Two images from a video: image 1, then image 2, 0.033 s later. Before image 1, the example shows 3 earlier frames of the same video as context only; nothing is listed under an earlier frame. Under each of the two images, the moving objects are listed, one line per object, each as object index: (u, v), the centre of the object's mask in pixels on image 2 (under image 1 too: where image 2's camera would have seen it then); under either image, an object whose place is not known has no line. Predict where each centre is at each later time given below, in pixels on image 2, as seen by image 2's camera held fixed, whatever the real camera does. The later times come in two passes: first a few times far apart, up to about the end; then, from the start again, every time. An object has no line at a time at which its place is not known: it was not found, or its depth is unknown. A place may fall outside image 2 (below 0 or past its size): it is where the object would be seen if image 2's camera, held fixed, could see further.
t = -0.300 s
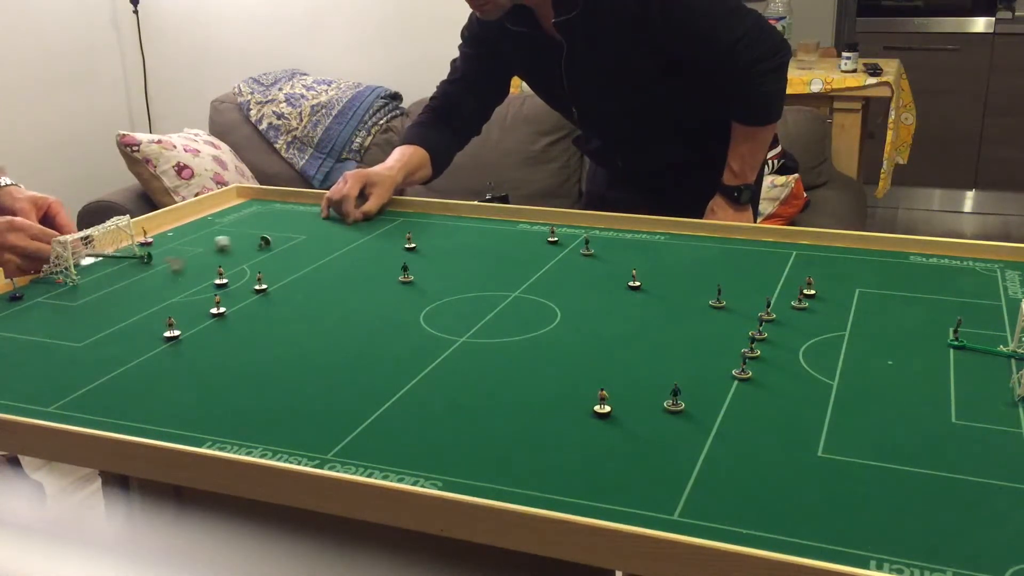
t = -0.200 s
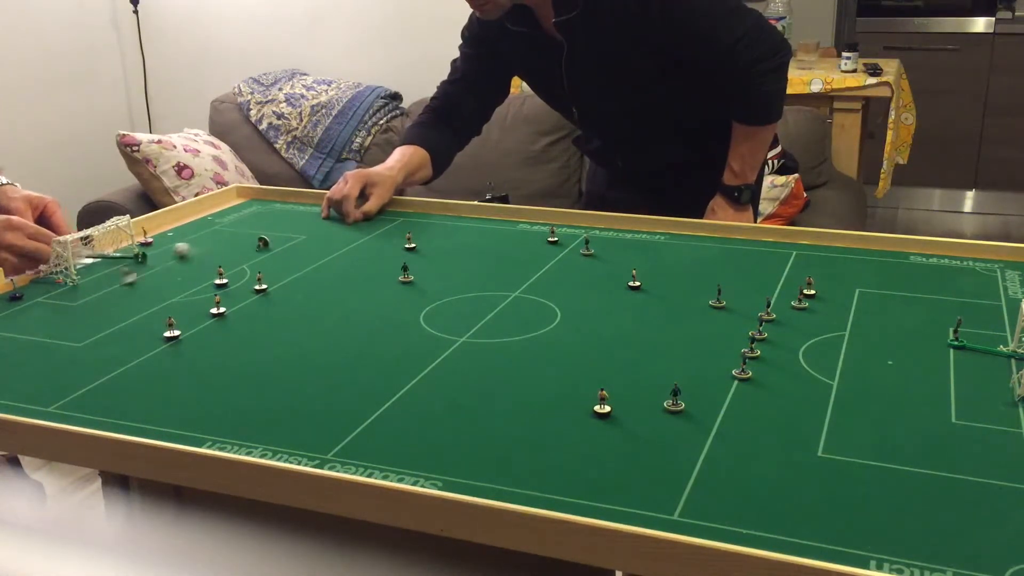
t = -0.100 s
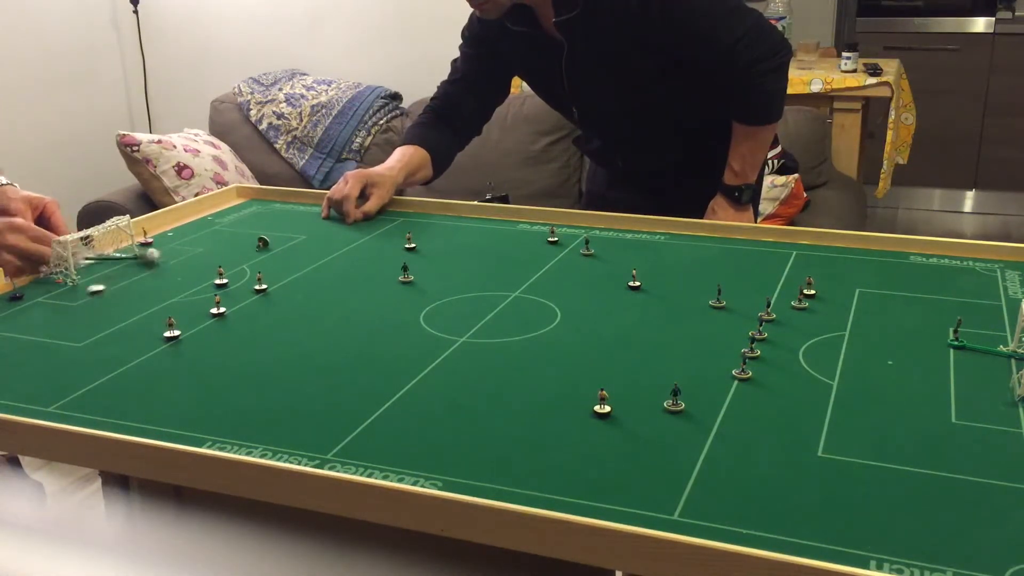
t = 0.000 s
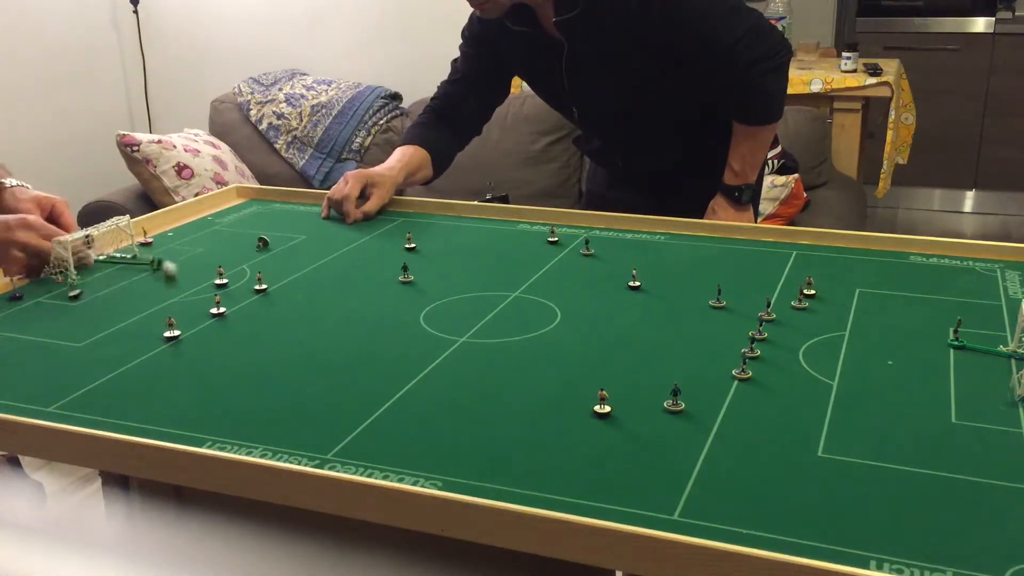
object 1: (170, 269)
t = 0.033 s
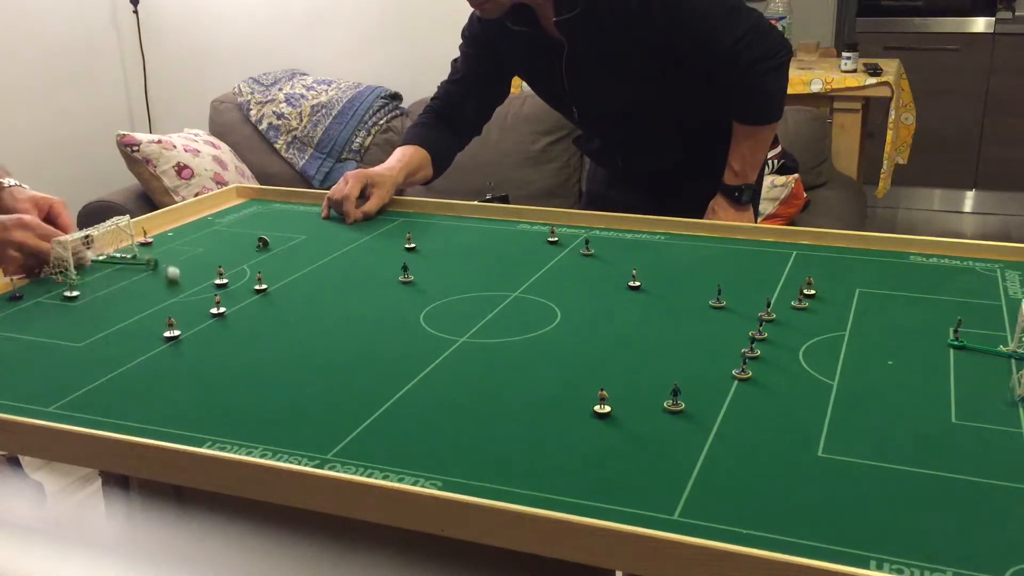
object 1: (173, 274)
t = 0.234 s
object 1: (180, 301)
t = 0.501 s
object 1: (198, 334)
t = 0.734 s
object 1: (224, 361)
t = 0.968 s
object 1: (249, 387)
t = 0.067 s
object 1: (175, 278)
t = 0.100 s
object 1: (176, 283)
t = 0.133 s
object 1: (177, 287)
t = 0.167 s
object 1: (178, 291)
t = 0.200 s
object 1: (179, 296)
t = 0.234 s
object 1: (180, 301)
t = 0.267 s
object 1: (182, 304)
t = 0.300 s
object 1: (183, 309)
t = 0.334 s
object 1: (185, 313)
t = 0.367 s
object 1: (185, 319)
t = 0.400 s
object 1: (187, 323)
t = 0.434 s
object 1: (189, 327)
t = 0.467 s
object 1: (194, 330)
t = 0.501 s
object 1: (198, 334)
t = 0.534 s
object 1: (202, 337)
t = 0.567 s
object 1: (205, 342)
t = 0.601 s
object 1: (209, 346)
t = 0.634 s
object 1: (213, 350)
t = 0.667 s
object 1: (217, 354)
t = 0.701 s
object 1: (221, 358)
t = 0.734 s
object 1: (224, 361)
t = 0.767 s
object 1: (228, 365)
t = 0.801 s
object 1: (232, 368)
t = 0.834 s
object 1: (235, 373)
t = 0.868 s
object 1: (239, 376)
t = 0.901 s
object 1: (243, 380)
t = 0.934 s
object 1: (246, 384)
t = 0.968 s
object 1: (249, 387)
